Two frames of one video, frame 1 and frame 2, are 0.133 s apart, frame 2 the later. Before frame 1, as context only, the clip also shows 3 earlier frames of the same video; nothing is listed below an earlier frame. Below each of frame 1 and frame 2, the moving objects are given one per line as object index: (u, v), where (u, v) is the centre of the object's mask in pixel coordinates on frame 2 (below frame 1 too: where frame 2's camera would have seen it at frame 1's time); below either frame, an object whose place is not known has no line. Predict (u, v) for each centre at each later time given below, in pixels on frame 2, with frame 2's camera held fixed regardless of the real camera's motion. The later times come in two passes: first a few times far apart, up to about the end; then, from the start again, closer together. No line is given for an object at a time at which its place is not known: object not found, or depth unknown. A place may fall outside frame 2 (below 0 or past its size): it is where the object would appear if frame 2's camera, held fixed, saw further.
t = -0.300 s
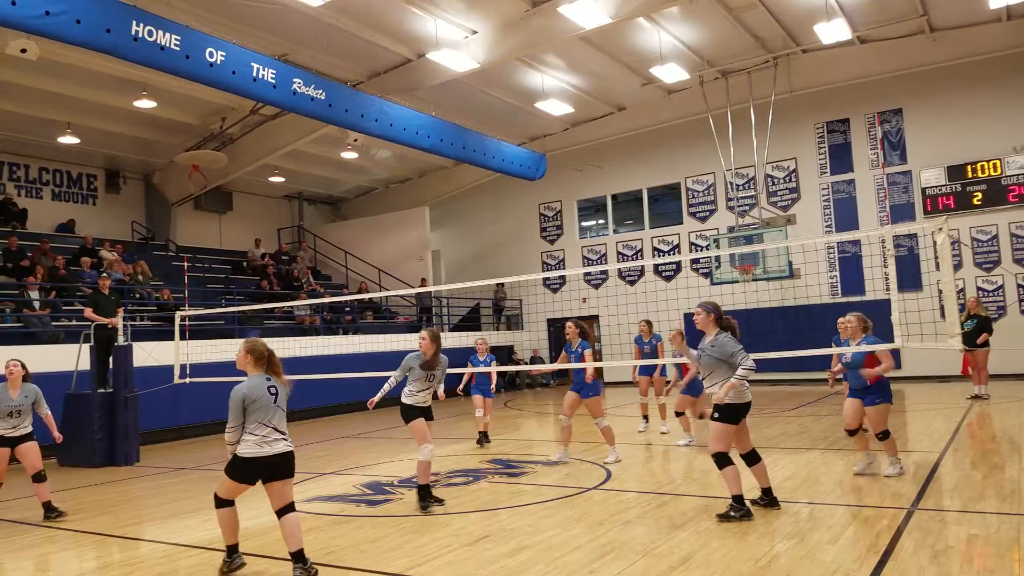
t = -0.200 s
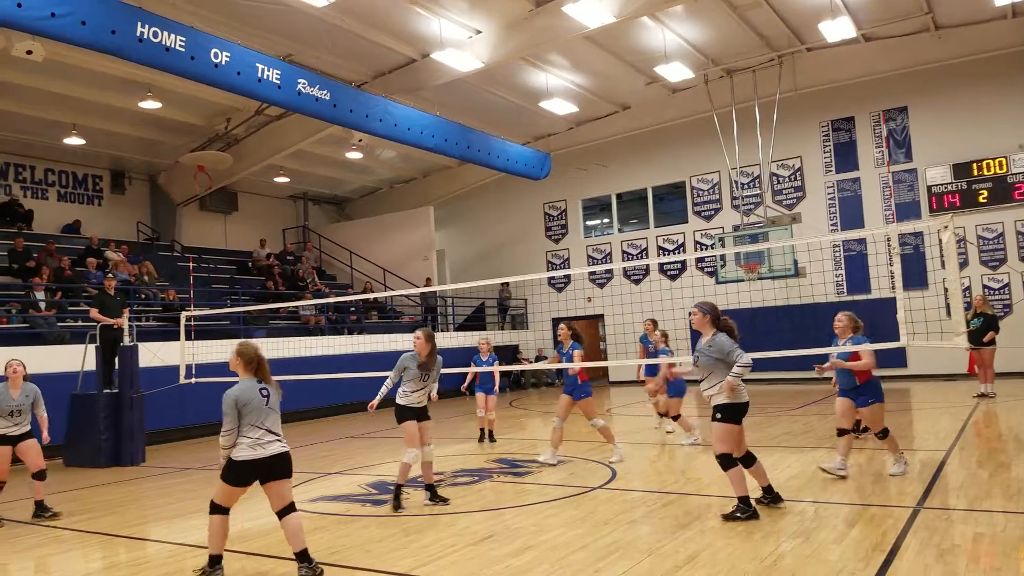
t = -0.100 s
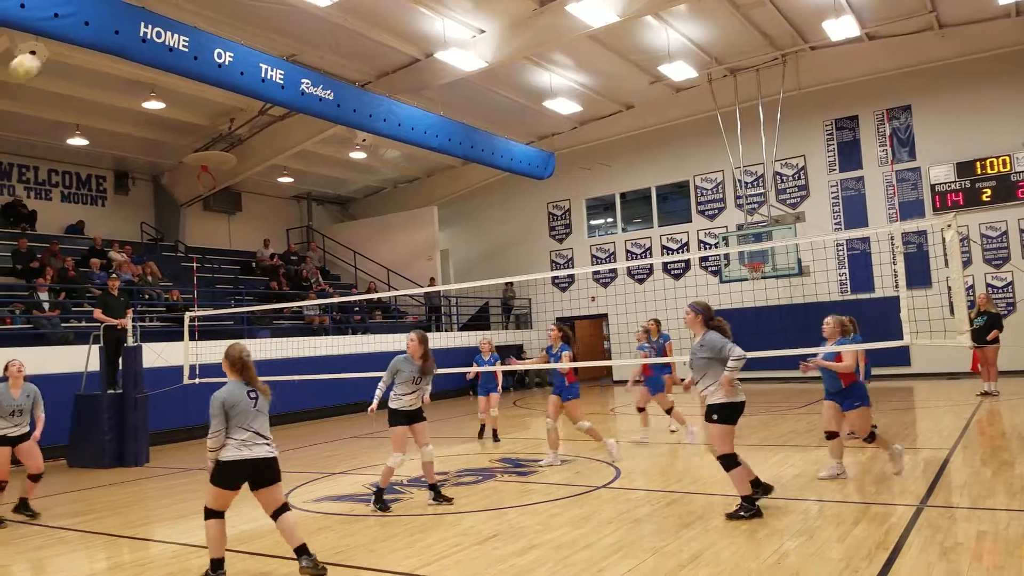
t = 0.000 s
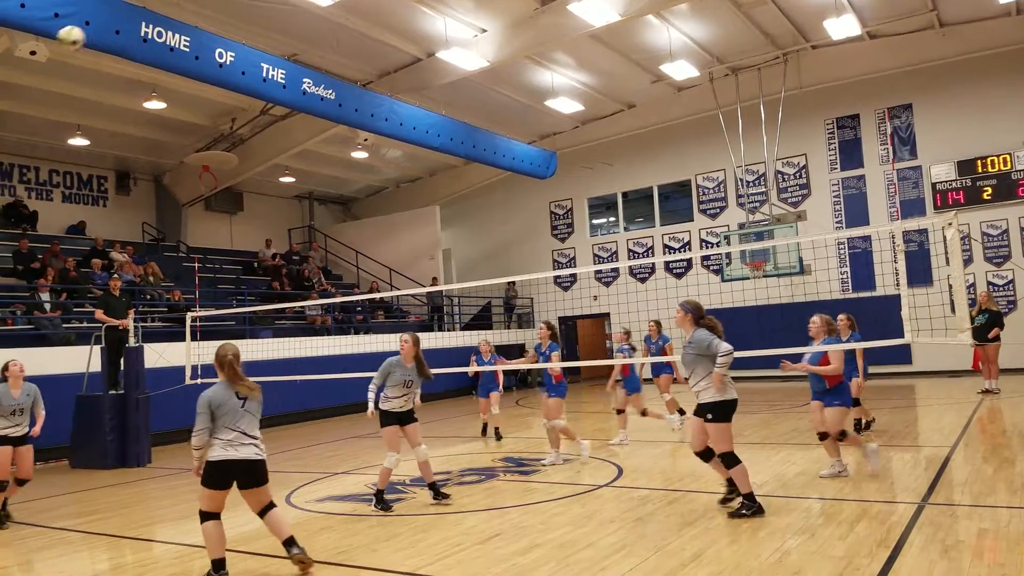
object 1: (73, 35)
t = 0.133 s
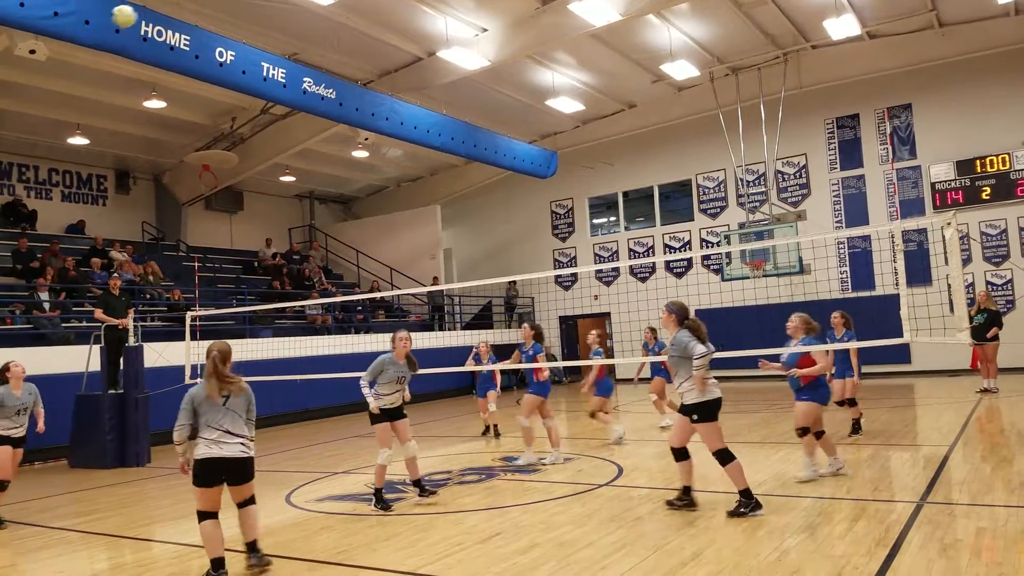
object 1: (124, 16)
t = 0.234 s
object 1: (159, 12)
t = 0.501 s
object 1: (245, 41)
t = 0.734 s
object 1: (310, 108)
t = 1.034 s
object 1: (385, 232)
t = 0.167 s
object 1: (136, 13)
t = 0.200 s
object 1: (148, 12)
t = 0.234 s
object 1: (159, 12)
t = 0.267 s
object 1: (171, 13)
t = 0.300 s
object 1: (181, 14)
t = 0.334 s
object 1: (193, 17)
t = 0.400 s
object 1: (215, 24)
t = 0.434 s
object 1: (225, 29)
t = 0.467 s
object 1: (235, 34)
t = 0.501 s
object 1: (245, 41)
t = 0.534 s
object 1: (255, 48)
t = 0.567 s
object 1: (265, 57)
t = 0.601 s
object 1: (274, 65)
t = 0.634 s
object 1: (283, 75)
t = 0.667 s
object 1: (292, 85)
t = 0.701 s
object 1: (301, 97)
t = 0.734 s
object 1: (310, 108)
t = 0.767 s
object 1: (320, 120)
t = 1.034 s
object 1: (385, 232)
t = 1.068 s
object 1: (392, 248)
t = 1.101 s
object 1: (400, 266)
